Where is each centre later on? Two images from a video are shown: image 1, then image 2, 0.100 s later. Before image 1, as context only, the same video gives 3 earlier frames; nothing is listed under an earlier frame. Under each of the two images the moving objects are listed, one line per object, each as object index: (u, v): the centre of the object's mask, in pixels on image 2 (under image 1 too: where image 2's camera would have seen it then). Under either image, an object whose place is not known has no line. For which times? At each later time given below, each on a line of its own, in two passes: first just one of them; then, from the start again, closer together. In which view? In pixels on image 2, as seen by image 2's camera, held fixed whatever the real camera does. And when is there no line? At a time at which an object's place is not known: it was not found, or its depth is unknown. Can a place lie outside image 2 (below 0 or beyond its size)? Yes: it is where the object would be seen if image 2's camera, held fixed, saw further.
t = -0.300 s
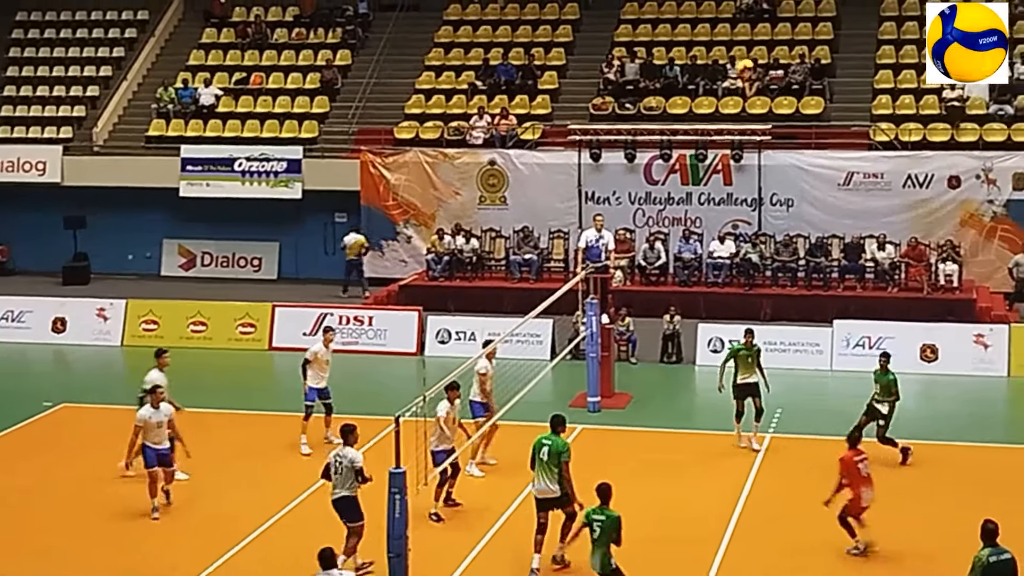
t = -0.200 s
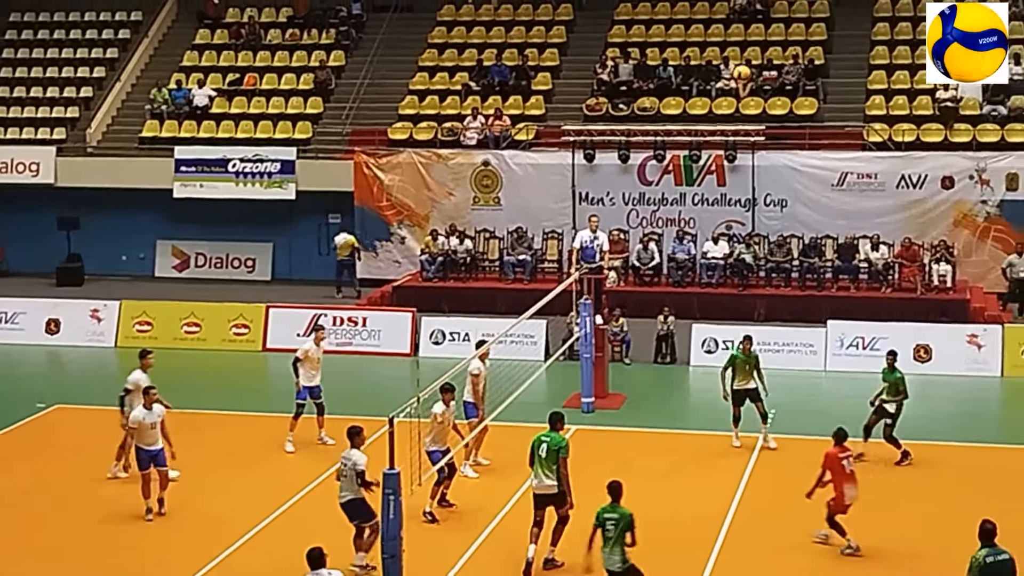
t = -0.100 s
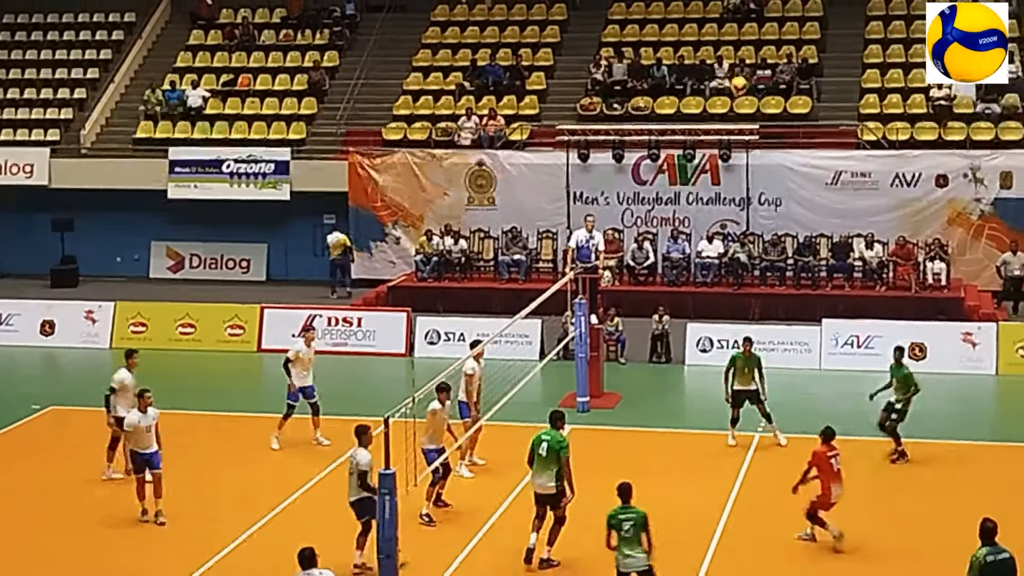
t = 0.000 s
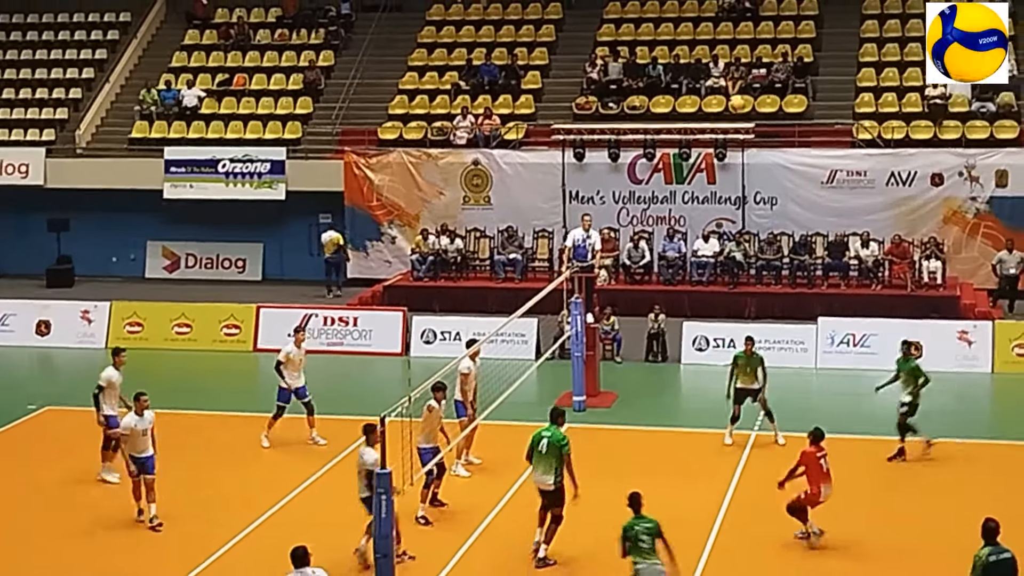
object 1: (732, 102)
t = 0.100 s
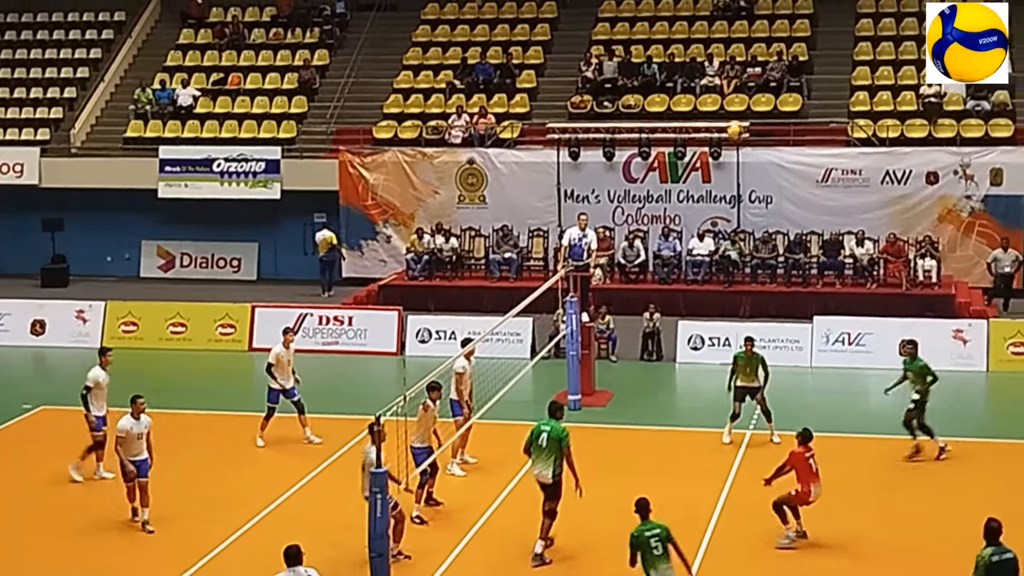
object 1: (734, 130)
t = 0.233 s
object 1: (738, 178)
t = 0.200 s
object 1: (737, 165)
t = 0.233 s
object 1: (738, 178)
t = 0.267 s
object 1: (739, 193)
